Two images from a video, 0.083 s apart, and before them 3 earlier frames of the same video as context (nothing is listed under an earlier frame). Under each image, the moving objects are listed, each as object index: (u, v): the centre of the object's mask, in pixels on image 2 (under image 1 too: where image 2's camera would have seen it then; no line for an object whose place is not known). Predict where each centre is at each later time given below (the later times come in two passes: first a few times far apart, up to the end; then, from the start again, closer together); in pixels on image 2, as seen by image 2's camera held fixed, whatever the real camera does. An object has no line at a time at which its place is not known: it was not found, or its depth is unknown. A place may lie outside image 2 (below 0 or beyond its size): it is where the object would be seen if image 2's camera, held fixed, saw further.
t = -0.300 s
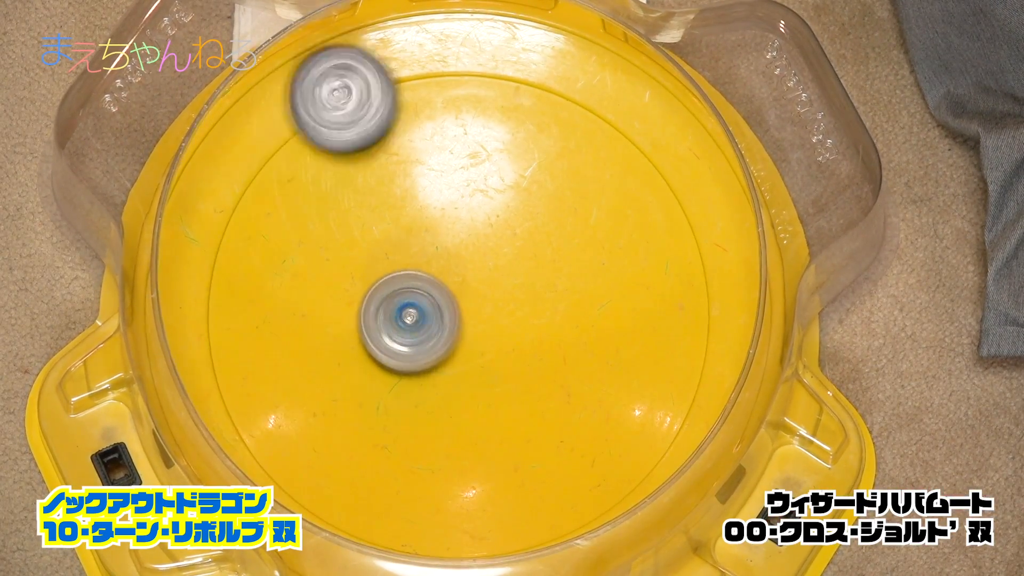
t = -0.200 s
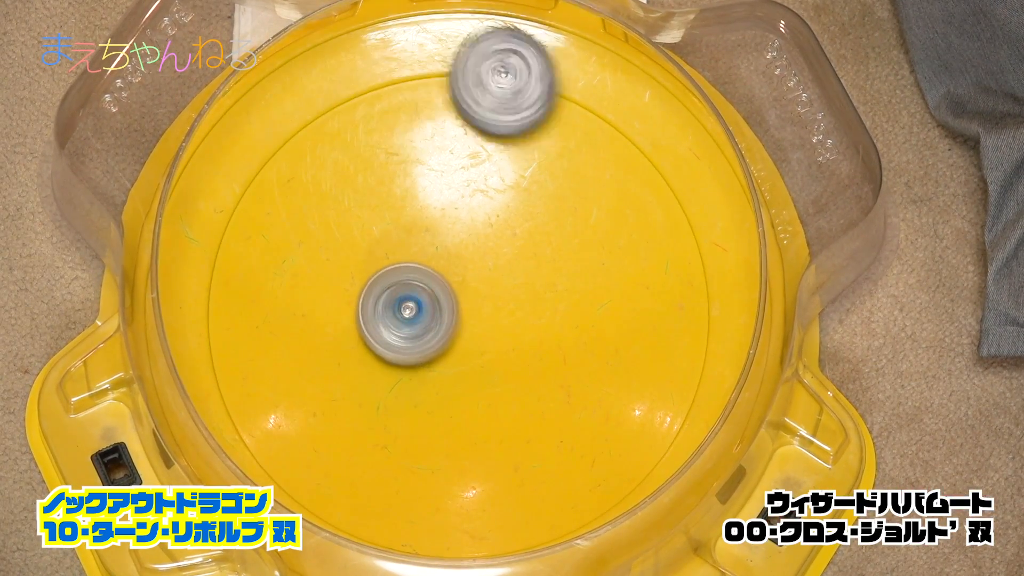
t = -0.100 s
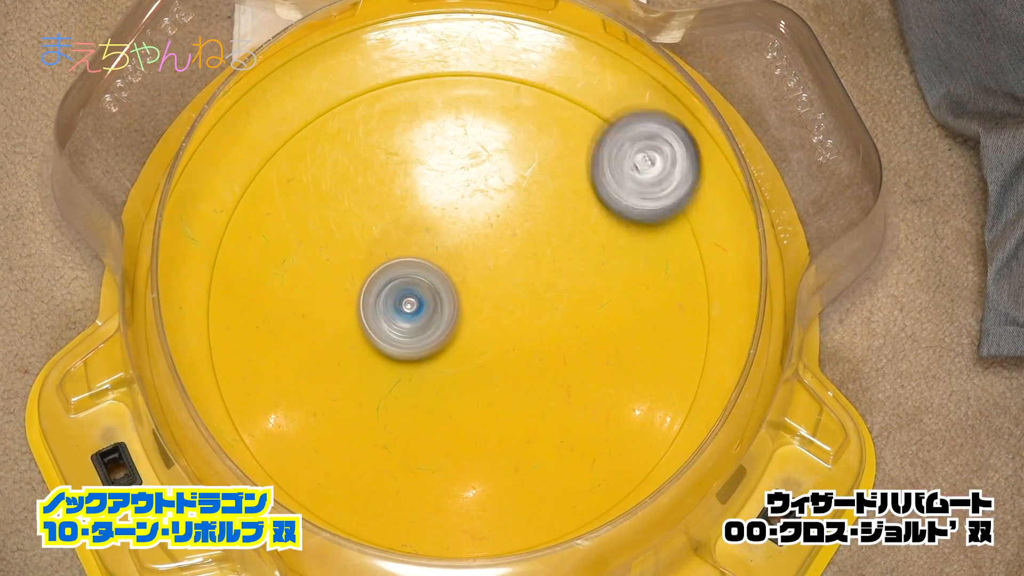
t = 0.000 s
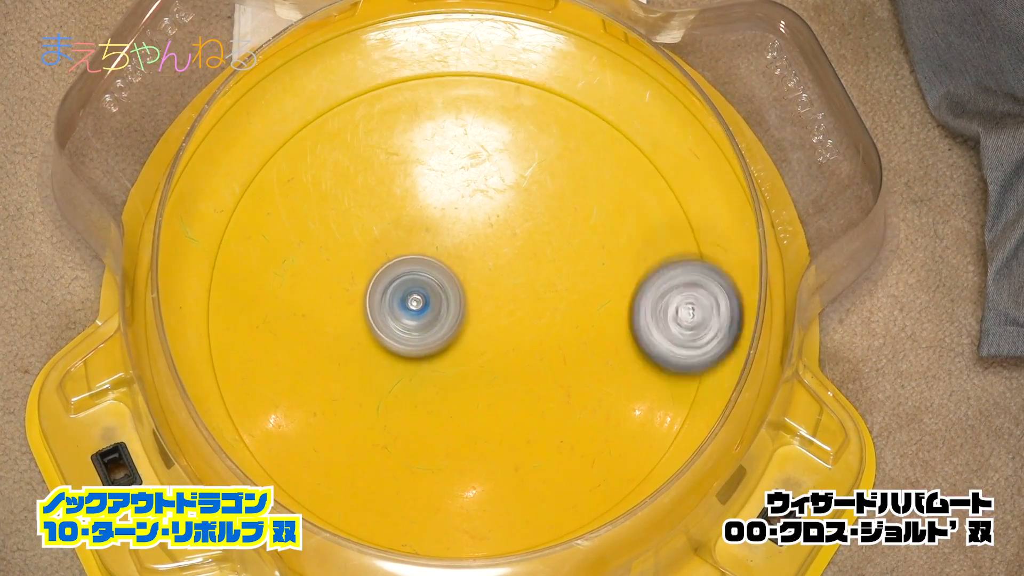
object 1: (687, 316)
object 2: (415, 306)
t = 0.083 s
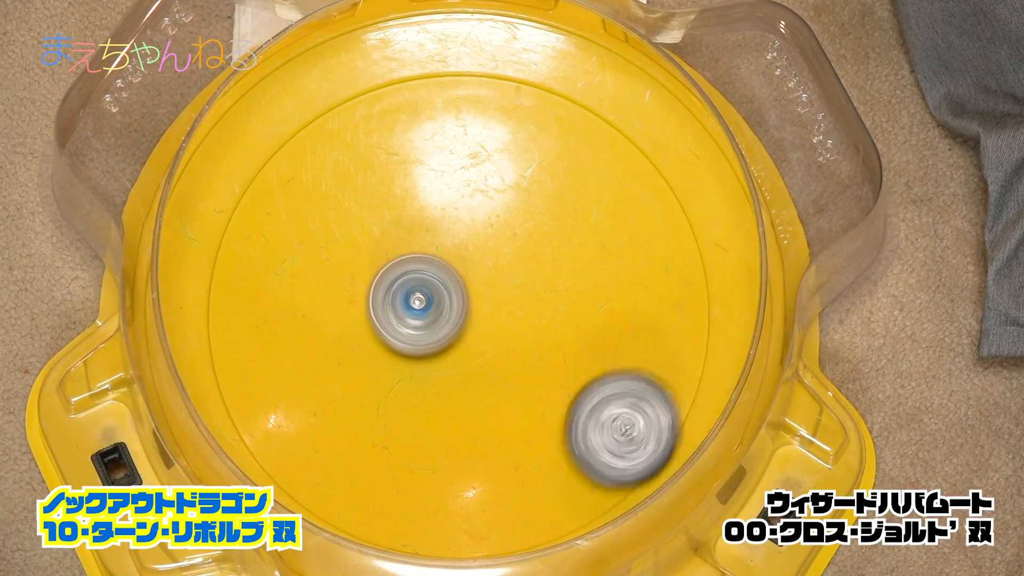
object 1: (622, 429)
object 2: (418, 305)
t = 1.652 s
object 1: (611, 222)
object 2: (502, 312)
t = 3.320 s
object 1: (363, 123)
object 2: (460, 321)
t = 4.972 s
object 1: (391, 498)
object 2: (493, 319)
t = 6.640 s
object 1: (599, 288)
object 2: (459, 309)
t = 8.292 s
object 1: (419, 181)
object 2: (459, 312)
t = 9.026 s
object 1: (321, 337)
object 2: (463, 310)
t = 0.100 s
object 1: (602, 444)
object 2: (418, 304)
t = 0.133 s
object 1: (553, 470)
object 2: (419, 303)
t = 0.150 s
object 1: (527, 478)
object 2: (419, 303)
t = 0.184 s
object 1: (471, 484)
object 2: (418, 300)
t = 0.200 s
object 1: (442, 482)
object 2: (418, 297)
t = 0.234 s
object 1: (386, 471)
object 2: (421, 292)
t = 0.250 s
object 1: (360, 461)
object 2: (424, 290)
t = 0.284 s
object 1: (312, 435)
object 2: (432, 286)
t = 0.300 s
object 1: (290, 418)
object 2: (437, 284)
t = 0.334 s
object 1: (254, 379)
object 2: (444, 280)
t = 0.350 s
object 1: (239, 357)
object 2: (448, 278)
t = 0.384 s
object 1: (220, 313)
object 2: (456, 275)
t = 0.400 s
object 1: (214, 290)
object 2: (460, 275)
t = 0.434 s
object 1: (230, 244)
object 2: (468, 277)
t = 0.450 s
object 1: (239, 222)
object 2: (471, 279)
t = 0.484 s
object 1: (260, 179)
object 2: (474, 283)
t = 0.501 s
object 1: (272, 159)
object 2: (475, 285)
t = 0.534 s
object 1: (309, 126)
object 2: (477, 287)
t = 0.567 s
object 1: (353, 101)
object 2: (478, 287)
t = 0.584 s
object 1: (376, 92)
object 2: (479, 286)
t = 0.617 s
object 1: (424, 81)
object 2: (480, 283)
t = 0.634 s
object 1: (449, 80)
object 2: (480, 281)
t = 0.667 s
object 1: (500, 88)
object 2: (479, 276)
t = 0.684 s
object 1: (524, 96)
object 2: (477, 275)
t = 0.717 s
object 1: (567, 123)
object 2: (474, 273)
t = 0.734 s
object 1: (586, 141)
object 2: (472, 273)
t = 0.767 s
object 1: (617, 182)
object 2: (466, 272)
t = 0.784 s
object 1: (629, 206)
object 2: (463, 272)
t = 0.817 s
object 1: (644, 257)
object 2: (458, 270)
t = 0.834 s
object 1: (646, 284)
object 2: (456, 270)
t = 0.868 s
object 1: (642, 335)
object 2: (452, 268)
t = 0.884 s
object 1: (635, 360)
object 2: (451, 267)
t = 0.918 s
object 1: (613, 408)
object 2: (450, 264)
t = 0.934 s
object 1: (598, 429)
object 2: (451, 264)
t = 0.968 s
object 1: (561, 466)
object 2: (454, 265)
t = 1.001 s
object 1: (518, 492)
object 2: (456, 270)
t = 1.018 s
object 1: (495, 502)
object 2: (458, 274)
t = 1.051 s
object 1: (447, 510)
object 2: (461, 284)
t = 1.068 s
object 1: (421, 511)
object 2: (463, 290)
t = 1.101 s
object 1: (370, 509)
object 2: (469, 303)
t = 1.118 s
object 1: (345, 504)
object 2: (471, 307)
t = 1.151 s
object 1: (308, 476)
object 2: (475, 315)
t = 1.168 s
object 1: (291, 459)
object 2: (477, 319)
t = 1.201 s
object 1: (258, 426)
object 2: (479, 324)
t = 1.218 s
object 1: (244, 406)
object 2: (479, 326)
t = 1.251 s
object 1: (228, 362)
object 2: (478, 327)
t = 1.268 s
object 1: (224, 339)
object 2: (478, 327)
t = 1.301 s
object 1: (224, 293)
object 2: (478, 326)
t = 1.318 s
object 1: (228, 270)
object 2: (478, 326)
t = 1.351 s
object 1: (246, 228)
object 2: (481, 325)
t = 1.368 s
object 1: (258, 209)
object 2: (483, 325)
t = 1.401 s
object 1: (289, 176)
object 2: (488, 326)
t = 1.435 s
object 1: (327, 152)
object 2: (494, 326)
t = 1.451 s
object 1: (349, 144)
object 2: (496, 325)
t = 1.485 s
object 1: (396, 132)
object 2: (500, 322)
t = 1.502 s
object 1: (420, 131)
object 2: (502, 320)
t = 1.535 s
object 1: (469, 135)
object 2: (504, 318)
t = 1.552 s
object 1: (492, 140)
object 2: (505, 316)
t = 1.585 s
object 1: (538, 160)
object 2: (504, 314)
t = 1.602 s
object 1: (558, 173)
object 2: (504, 313)
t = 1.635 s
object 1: (595, 204)
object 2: (503, 312)
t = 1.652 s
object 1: (611, 222)
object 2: (502, 312)
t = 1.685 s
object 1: (637, 262)
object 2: (501, 312)
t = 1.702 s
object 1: (647, 284)
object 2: (500, 312)
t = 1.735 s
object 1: (658, 329)
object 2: (498, 312)
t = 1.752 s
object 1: (659, 352)
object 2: (497, 313)
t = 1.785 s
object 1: (654, 399)
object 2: (495, 313)
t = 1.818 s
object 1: (638, 441)
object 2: (493, 316)
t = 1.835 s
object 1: (627, 461)
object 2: (492, 317)
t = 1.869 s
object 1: (598, 496)
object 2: (489, 320)
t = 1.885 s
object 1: (576, 507)
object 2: (488, 321)
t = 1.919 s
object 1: (530, 522)
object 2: (486, 325)
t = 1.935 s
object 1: (506, 525)
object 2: (484, 326)
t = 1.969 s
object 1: (458, 523)
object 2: (481, 329)
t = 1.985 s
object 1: (434, 523)
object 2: (480, 330)
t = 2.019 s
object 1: (389, 513)
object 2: (477, 332)
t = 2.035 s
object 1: (365, 510)
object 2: (475, 332)
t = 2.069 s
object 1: (330, 483)
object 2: (472, 334)
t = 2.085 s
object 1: (313, 467)
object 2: (470, 334)
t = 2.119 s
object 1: (285, 433)
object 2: (468, 333)
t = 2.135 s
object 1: (276, 413)
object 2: (466, 332)
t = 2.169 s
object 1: (266, 370)
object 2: (464, 329)
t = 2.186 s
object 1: (264, 348)
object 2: (464, 328)
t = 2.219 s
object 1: (269, 304)
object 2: (463, 326)
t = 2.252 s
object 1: (284, 263)
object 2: (464, 323)
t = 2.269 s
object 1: (294, 243)
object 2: (465, 322)
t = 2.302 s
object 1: (323, 208)
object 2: (466, 319)
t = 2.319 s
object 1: (339, 192)
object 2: (467, 318)
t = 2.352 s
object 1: (375, 165)
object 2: (470, 317)
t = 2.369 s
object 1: (395, 156)
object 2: (472, 317)
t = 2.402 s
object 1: (437, 139)
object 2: (475, 319)
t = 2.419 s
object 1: (459, 135)
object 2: (477, 319)
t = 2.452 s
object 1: (504, 133)
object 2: (480, 323)
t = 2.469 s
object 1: (526, 134)
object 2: (481, 325)
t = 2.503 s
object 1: (568, 144)
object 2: (480, 330)
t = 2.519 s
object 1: (587, 150)
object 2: (480, 332)
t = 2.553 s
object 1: (623, 171)
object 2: (479, 333)
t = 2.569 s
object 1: (640, 183)
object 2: (478, 333)
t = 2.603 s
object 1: (668, 213)
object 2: (474, 328)
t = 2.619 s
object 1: (681, 231)
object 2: (472, 325)
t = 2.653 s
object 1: (697, 270)
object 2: (469, 317)
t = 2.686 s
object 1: (697, 316)
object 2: (465, 309)
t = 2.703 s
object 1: (694, 338)
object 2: (464, 306)
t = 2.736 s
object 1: (682, 380)
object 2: (461, 299)
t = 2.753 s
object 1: (673, 399)
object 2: (460, 297)
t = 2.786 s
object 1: (646, 434)
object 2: (459, 294)
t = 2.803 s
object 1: (631, 449)
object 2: (459, 293)
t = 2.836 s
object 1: (593, 474)
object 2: (459, 293)
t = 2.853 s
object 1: (572, 482)
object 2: (459, 293)
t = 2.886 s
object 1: (528, 493)
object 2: (460, 295)
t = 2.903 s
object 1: (504, 494)
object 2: (460, 297)
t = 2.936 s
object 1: (460, 488)
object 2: (461, 302)
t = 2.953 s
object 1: (438, 483)
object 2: (461, 305)
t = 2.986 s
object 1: (397, 464)
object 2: (460, 310)
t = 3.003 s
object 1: (378, 453)
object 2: (459, 314)
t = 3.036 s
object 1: (345, 425)
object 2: (456, 321)
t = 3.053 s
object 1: (331, 409)
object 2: (454, 325)
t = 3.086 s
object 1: (307, 374)
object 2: (449, 330)
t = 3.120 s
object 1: (292, 336)
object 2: (442, 334)
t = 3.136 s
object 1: (287, 316)
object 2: (439, 334)
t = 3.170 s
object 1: (285, 276)
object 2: (435, 335)
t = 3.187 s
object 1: (286, 256)
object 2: (435, 334)
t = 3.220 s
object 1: (296, 217)
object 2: (437, 332)
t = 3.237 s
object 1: (303, 199)
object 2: (439, 331)
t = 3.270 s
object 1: (323, 165)
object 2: (446, 329)
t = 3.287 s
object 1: (334, 150)
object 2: (452, 327)
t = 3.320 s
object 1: (363, 123)
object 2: (460, 321)
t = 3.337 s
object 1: (378, 112)
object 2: (465, 317)
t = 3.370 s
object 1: (414, 95)
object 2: (472, 309)
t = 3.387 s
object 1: (434, 91)
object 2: (475, 306)
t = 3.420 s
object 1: (473, 85)
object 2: (481, 299)
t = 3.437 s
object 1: (493, 86)
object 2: (484, 297)
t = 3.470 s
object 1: (532, 94)
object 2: (488, 294)
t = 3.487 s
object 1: (551, 102)
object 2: (490, 293)
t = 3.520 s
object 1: (586, 125)
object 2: (491, 291)
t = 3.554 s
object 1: (616, 155)
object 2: (493, 292)
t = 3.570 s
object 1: (627, 171)
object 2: (493, 294)
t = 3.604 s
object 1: (645, 211)
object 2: (492, 296)
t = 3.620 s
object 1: (650, 232)
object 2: (490, 298)
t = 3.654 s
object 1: (654, 275)
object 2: (486, 303)
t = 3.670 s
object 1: (652, 297)
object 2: (484, 305)
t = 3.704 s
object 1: (641, 339)
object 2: (479, 309)
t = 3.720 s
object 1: (632, 360)
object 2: (475, 311)
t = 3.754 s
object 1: (608, 396)
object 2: (468, 314)
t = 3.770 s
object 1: (594, 411)
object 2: (464, 315)
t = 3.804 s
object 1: (560, 438)
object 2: (456, 315)
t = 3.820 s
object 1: (542, 448)
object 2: (451, 314)
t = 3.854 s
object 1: (501, 465)
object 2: (443, 313)
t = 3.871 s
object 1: (481, 469)
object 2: (440, 311)
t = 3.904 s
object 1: (438, 474)
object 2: (435, 305)
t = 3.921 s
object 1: (418, 473)
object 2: (435, 302)
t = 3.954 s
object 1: (377, 467)
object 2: (433, 301)
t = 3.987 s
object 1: (341, 453)
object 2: (434, 300)
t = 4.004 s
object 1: (323, 444)
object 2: (436, 300)
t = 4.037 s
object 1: (292, 421)
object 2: (440, 305)
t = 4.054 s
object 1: (277, 407)
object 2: (443, 308)
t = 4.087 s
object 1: (255, 376)
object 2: (449, 314)
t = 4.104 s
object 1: (246, 360)
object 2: (454, 318)
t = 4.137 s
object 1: (236, 325)
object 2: (462, 323)
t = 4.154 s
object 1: (232, 306)
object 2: (466, 325)
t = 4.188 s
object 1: (235, 269)
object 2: (473, 328)
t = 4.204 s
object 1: (239, 251)
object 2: (477, 330)
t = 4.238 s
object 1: (254, 218)
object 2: (483, 331)
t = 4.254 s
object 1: (264, 202)
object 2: (485, 332)
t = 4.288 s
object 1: (291, 175)
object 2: (488, 333)
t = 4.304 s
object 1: (306, 163)
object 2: (490, 333)
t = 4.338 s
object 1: (341, 146)
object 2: (490, 331)
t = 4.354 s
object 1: (360, 139)
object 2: (490, 331)
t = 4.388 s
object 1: (400, 134)
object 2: (490, 329)
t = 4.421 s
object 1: (441, 135)
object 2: (488, 326)
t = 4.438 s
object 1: (461, 139)
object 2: (487, 325)
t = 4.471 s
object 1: (501, 152)
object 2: (485, 323)
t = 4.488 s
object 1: (519, 162)
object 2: (483, 321)
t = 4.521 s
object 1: (553, 185)
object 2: (481, 318)
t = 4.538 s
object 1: (567, 199)
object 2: (480, 317)
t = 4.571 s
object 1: (593, 230)
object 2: (478, 313)
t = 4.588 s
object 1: (603, 246)
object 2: (477, 312)
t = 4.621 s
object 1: (619, 283)
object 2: (477, 309)
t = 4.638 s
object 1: (624, 302)
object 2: (477, 307)
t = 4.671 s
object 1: (628, 338)
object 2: (477, 305)
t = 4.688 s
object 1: (627, 358)
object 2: (477, 304)
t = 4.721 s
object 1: (620, 395)
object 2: (478, 302)
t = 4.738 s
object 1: (613, 413)
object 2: (479, 301)
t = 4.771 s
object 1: (595, 445)
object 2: (482, 301)
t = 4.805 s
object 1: (569, 472)
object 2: (484, 302)
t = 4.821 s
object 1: (555, 483)
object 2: (485, 302)
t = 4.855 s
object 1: (521, 500)
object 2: (488, 304)
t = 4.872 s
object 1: (504, 505)
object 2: (489, 305)
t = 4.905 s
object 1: (465, 510)
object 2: (491, 309)
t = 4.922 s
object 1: (447, 510)
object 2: (492, 312)
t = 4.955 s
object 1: (409, 504)
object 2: (493, 316)
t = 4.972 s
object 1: (391, 498)
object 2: (493, 319)
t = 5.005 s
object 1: (358, 480)
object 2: (493, 326)
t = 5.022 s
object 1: (342, 469)
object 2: (491, 329)
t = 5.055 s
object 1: (318, 442)
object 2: (489, 335)
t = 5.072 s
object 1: (307, 425)
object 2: (487, 338)
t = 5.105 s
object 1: (294, 391)
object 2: (481, 343)
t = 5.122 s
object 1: (290, 372)
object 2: (478, 346)
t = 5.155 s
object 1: (289, 336)
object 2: (472, 349)
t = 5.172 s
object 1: (291, 318)
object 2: (467, 350)
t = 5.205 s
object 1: (301, 283)
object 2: (458, 353)
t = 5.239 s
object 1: (320, 251)
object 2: (450, 352)
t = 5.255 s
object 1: (331, 236)
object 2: (445, 351)
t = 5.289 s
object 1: (357, 210)
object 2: (436, 348)
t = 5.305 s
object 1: (372, 197)
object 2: (432, 345)
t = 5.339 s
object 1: (402, 178)
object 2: (424, 339)
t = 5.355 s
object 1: (420, 171)
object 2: (420, 335)
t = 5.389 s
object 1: (455, 161)
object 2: (414, 326)
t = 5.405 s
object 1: (474, 159)
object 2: (412, 321)
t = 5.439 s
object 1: (511, 158)
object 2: (410, 309)
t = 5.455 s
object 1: (529, 161)
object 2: (410, 304)
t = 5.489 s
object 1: (563, 169)
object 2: (413, 292)
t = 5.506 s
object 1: (578, 177)
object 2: (415, 286)
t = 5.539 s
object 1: (609, 195)
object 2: (423, 276)
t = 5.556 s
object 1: (621, 206)
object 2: (427, 272)
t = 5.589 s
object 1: (644, 233)
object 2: (437, 267)
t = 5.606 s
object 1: (652, 247)
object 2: (442, 266)
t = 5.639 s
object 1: (663, 279)
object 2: (449, 264)
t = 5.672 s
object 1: (667, 313)
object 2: (455, 266)
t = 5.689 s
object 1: (664, 331)
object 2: (457, 267)
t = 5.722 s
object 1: (655, 366)
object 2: (458, 271)
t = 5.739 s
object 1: (646, 382)
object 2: (458, 274)
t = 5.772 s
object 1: (623, 412)
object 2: (455, 279)
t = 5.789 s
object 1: (609, 424)
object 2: (453, 283)
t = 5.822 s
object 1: (577, 443)
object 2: (447, 290)
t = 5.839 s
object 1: (560, 449)
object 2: (443, 294)
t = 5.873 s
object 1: (522, 458)
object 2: (438, 302)
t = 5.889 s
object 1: (504, 460)
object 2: (435, 306)
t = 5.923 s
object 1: (465, 456)
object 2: (431, 313)
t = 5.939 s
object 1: (446, 452)
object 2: (430, 315)
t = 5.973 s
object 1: (412, 438)
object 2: (427, 320)
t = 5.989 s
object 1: (395, 429)
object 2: (427, 322)
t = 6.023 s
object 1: (366, 411)
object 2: (427, 321)
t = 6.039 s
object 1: (352, 399)
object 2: (428, 319)
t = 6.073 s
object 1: (328, 375)
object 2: (429, 315)
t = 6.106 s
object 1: (310, 347)
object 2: (432, 312)
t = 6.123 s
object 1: (304, 330)
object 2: (433, 310)
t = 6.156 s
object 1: (295, 300)
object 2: (436, 307)
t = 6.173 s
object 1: (295, 283)
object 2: (438, 306)
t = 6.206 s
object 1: (298, 251)
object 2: (441, 304)
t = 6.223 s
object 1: (302, 236)
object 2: (443, 303)
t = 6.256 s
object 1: (315, 206)
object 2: (446, 301)
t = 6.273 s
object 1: (324, 193)
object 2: (448, 301)
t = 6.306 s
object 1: (345, 170)
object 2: (452, 300)
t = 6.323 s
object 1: (359, 159)
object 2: (453, 300)
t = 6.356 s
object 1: (388, 145)
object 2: (457, 301)
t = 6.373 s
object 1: (403, 139)
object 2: (457, 300)
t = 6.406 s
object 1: (437, 133)
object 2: (459, 302)
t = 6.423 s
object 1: (454, 135)
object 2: (460, 302)
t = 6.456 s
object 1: (487, 142)
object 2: (461, 304)
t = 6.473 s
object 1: (503, 149)
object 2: (462, 304)
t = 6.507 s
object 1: (535, 167)
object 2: (462, 305)
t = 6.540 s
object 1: (560, 191)
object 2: (462, 306)
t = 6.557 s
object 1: (570, 205)
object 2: (462, 306)
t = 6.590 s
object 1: (587, 237)
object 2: (461, 308)
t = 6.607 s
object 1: (592, 253)
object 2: (460, 307)
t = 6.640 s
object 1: (599, 288)
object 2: (459, 309)
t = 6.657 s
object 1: (600, 305)
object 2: (459, 308)
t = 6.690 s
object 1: (594, 339)
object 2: (457, 309)
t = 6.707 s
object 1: (589, 355)
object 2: (457, 308)
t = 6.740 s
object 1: (575, 386)
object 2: (455, 308)
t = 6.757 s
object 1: (564, 401)
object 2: (455, 308)
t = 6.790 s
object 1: (541, 425)
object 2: (454, 306)
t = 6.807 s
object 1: (527, 435)
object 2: (453, 306)
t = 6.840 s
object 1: (497, 452)
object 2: (453, 304)
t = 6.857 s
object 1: (481, 456)
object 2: (453, 304)
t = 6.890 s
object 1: (448, 463)
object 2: (453, 301)
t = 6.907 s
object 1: (432, 464)
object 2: (453, 301)
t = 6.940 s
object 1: (400, 459)
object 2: (454, 299)
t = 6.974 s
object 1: (367, 449)
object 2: (456, 298)
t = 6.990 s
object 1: (353, 442)
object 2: (456, 297)
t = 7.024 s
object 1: (327, 423)
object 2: (458, 296)
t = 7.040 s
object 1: (315, 411)
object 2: (459, 295)
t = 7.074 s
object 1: (299, 385)
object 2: (461, 294)
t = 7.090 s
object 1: (293, 369)
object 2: (463, 294)
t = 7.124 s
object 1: (287, 339)
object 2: (464, 293)
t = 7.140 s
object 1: (287, 324)
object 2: (467, 293)
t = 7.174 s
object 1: (293, 293)
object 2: (469, 294)
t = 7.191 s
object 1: (298, 278)
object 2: (471, 294)
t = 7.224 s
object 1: (315, 252)
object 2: (473, 295)
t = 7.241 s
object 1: (326, 239)
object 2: (475, 296)
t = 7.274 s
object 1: (351, 217)
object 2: (478, 297)
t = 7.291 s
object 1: (364, 210)
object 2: (480, 299)
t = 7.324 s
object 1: (394, 197)
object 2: (482, 301)
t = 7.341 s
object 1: (409, 191)
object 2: (484, 303)
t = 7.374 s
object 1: (443, 186)
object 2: (486, 305)
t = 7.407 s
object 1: (475, 188)
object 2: (488, 308)
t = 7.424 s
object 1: (492, 191)
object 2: (487, 310)
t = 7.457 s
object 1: (522, 201)
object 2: (488, 313)
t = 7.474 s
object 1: (538, 208)
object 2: (488, 314)
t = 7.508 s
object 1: (564, 226)
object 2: (487, 317)
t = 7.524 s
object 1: (576, 236)
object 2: (486, 318)
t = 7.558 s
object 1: (596, 261)
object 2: (485, 321)
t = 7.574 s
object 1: (605, 273)
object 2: (483, 321)
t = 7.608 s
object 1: (616, 302)
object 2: (482, 323)
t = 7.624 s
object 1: (620, 318)
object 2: (480, 323)
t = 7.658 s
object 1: (621, 347)
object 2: (478, 324)
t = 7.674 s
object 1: (618, 363)
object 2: (476, 323)
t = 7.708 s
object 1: (609, 393)
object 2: (474, 324)
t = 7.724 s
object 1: (600, 405)
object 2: (472, 323)
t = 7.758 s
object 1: (580, 429)
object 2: (470, 324)
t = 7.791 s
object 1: (553, 447)
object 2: (468, 322)
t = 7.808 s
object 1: (540, 453)
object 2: (467, 322)
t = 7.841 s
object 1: (508, 461)
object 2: (464, 321)
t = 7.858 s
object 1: (492, 463)
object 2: (464, 320)
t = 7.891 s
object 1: (459, 460)
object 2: (462, 319)
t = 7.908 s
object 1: (443, 455)
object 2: (461, 318)
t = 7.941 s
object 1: (414, 441)
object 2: (460, 317)
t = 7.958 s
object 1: (402, 433)
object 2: (460, 316)
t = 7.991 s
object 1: (379, 411)
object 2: (459, 315)
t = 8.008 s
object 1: (368, 399)
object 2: (459, 314)
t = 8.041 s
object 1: (353, 372)
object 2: (459, 313)
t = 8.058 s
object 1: (348, 357)
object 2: (459, 312)
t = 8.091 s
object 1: (341, 327)
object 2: (459, 312)
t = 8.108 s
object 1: (340, 313)
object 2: (459, 311)
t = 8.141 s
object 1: (344, 285)
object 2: (459, 311)
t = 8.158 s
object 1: (348, 269)
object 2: (459, 311)
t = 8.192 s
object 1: (359, 242)
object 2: (459, 311)
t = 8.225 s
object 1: (374, 218)
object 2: (459, 311)
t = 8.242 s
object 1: (386, 208)
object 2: (459, 312)
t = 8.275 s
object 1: (407, 188)
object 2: (459, 311)
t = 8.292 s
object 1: (419, 181)
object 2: (459, 312)
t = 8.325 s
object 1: (446, 169)
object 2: (458, 312)
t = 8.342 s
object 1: (461, 166)
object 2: (459, 312)
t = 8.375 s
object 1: (491, 164)
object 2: (458, 312)
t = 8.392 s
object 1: (505, 166)
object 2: (459, 312)
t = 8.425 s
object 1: (534, 174)
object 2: (458, 312)
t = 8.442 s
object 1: (546, 178)
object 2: (458, 311)
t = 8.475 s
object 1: (570, 196)
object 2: (458, 311)
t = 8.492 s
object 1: (581, 207)
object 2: (458, 311)
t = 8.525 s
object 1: (597, 231)
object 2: (459, 312)
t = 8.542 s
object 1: (603, 245)
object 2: (458, 311)
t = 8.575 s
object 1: (610, 274)
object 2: (460, 311)
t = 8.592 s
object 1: (611, 289)
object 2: (459, 311)
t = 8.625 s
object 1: (605, 319)
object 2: (460, 311)
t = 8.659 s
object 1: (592, 347)
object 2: (460, 311)
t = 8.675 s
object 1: (584, 361)
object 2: (460, 311)
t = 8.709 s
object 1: (563, 383)
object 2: (460, 311)
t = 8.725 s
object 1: (550, 392)
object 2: (460, 311)
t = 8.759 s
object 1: (523, 407)
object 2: (461, 312)
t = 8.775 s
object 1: (509, 413)
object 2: (460, 311)
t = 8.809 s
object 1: (479, 420)
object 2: (461, 311)
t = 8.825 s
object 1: (463, 421)
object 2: (461, 311)
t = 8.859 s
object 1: (433, 418)
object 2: (462, 310)
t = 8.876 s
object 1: (420, 414)
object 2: (461, 311)
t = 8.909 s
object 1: (392, 404)
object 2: (462, 311)
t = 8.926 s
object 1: (377, 398)
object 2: (462, 311)
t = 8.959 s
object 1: (354, 381)
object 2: (462, 310)
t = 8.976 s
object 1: (345, 371)
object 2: (462, 311)
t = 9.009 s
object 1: (328, 349)
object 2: (462, 310)
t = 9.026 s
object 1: (321, 337)
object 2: (463, 310)
